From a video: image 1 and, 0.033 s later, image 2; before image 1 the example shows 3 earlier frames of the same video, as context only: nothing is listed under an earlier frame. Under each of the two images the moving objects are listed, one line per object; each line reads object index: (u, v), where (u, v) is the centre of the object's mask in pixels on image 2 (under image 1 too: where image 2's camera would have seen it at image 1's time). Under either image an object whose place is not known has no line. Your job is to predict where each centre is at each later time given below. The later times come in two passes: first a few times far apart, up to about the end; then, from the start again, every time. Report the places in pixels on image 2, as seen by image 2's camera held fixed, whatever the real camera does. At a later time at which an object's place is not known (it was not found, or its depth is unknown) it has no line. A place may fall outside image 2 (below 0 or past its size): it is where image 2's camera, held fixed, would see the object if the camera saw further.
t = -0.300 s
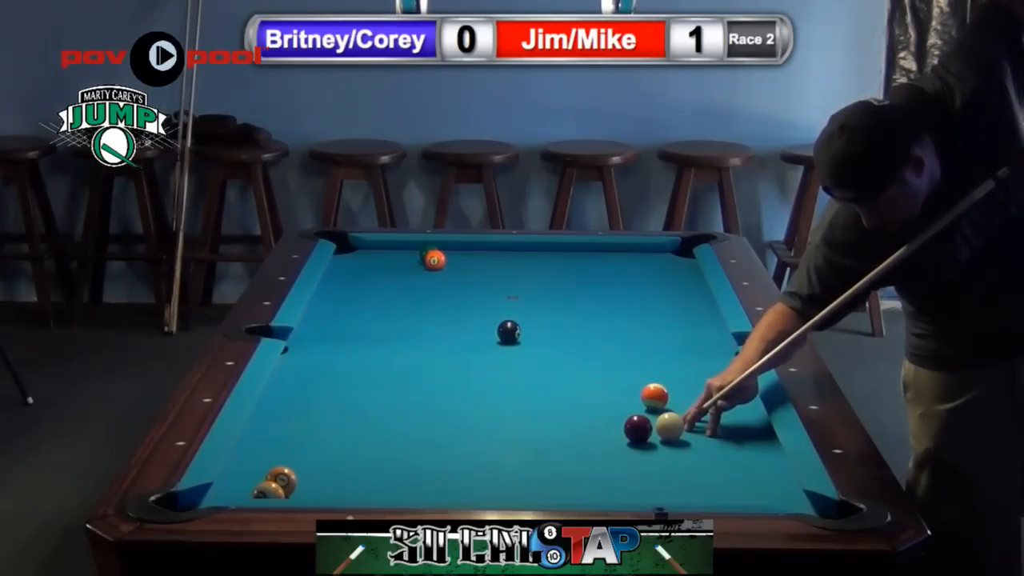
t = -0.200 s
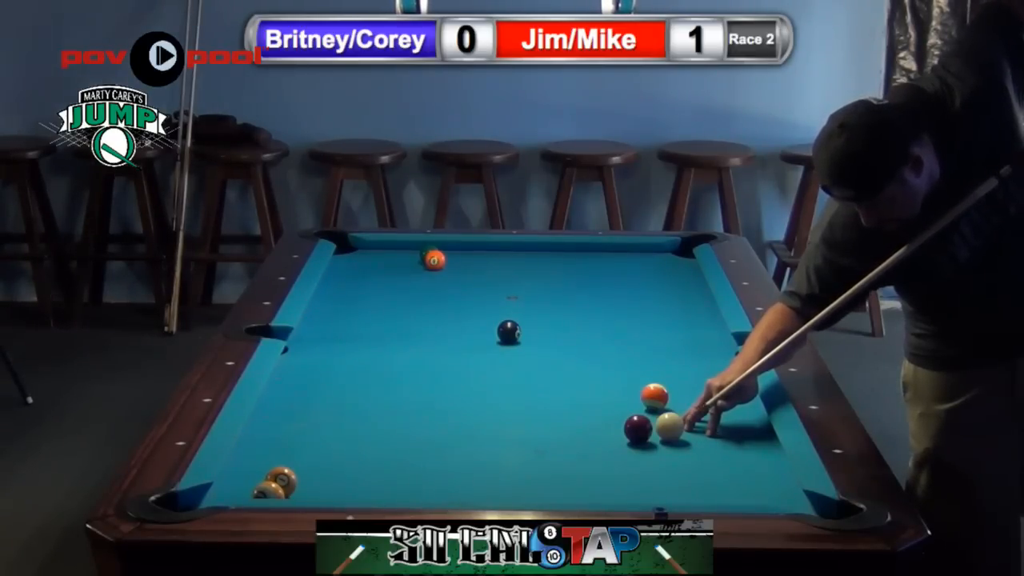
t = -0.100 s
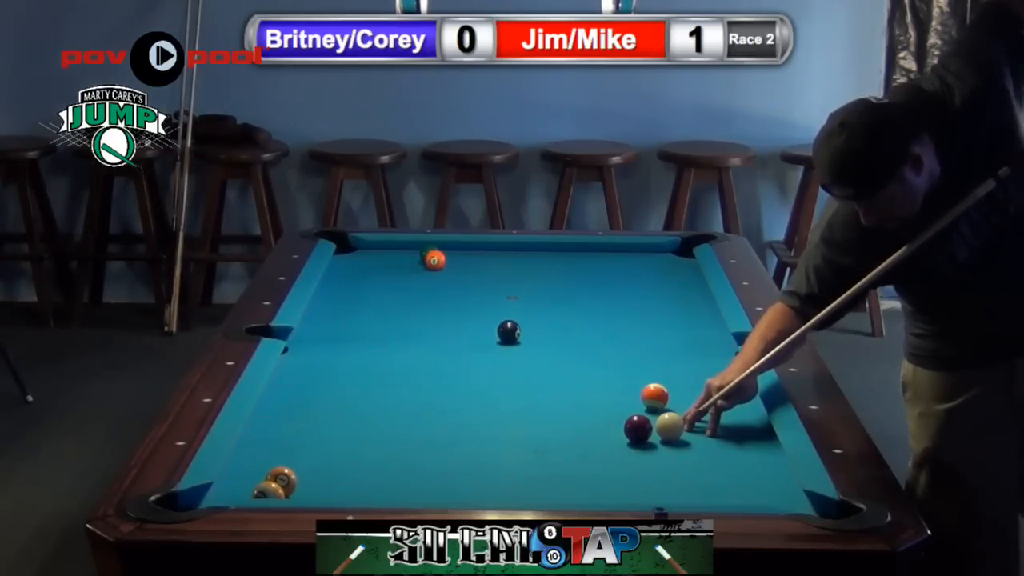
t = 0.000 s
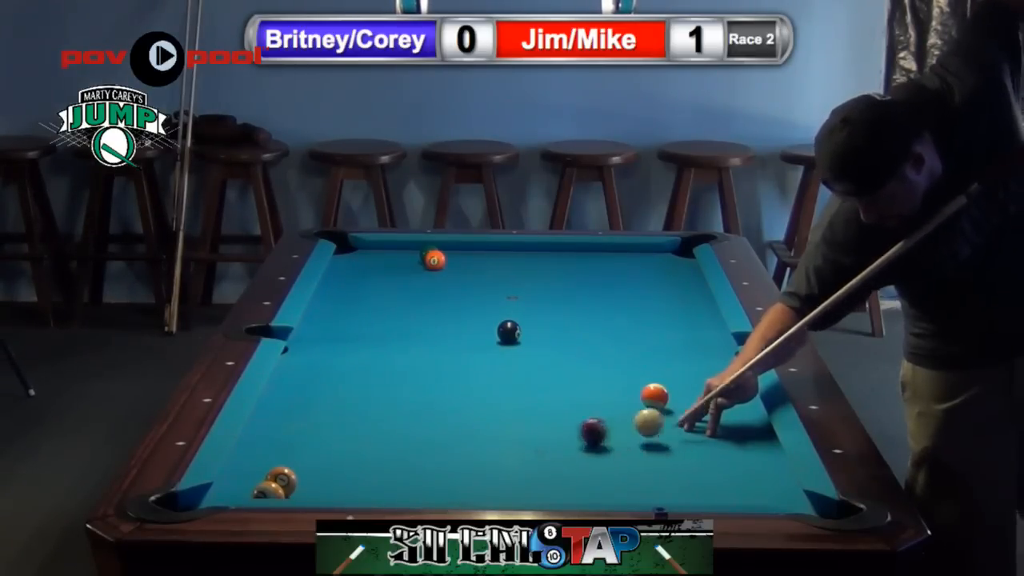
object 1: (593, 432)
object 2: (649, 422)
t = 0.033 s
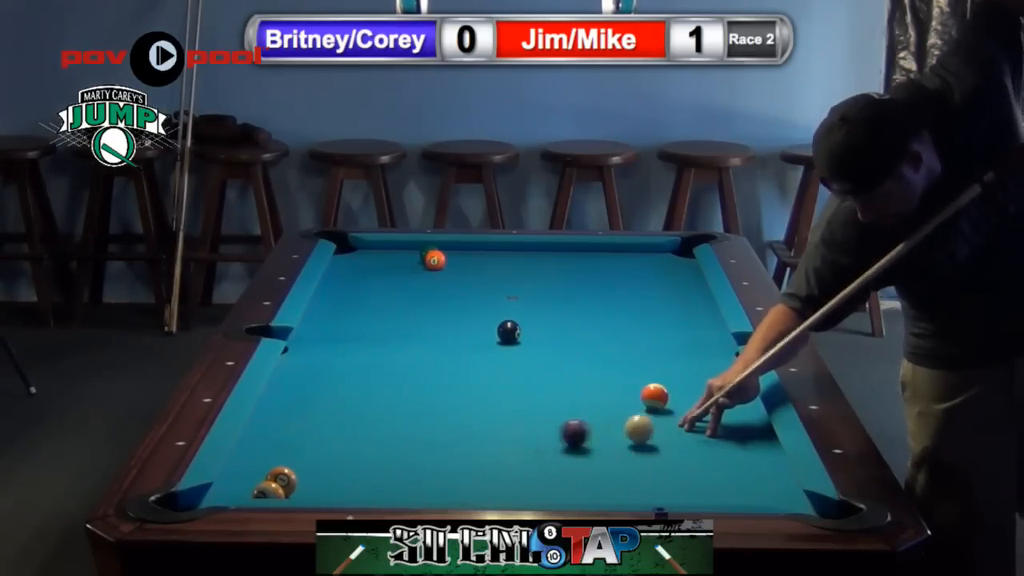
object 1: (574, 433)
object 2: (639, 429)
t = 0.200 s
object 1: (484, 440)
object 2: (610, 435)
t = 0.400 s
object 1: (374, 448)
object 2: (604, 436)
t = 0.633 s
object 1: (244, 458)
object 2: (601, 436)
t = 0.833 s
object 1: (308, 464)
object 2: (599, 437)
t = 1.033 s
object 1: (372, 470)
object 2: (599, 437)
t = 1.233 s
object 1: (436, 475)
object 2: (599, 436)
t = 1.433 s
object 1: (498, 481)
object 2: (599, 436)
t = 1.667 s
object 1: (570, 487)
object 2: (599, 436)
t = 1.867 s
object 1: (630, 490)
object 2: (599, 436)
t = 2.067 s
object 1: (689, 494)
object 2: (599, 436)
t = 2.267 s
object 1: (746, 497)
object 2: (599, 436)
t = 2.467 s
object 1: (792, 499)
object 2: (599, 436)
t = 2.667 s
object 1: (805, 505)
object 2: (599, 436)
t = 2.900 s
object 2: (599, 436)
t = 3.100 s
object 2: (599, 436)
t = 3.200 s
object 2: (599, 436)
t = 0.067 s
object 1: (556, 435)
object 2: (631, 430)
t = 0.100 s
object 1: (538, 437)
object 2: (624, 432)
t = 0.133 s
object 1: (520, 438)
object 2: (618, 433)
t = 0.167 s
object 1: (501, 439)
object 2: (613, 434)
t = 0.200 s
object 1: (484, 440)
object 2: (610, 435)
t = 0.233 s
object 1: (465, 441)
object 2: (608, 435)
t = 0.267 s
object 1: (447, 443)
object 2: (607, 435)
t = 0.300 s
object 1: (429, 444)
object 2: (607, 435)
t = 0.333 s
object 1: (410, 446)
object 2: (606, 436)
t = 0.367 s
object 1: (392, 447)
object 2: (605, 436)
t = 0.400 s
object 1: (374, 448)
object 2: (604, 436)
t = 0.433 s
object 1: (355, 449)
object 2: (604, 436)
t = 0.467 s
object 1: (337, 450)
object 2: (603, 436)
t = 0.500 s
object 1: (318, 452)
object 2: (603, 436)
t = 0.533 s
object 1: (299, 454)
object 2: (602, 436)
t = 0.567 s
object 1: (281, 453)
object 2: (602, 436)
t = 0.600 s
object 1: (262, 456)
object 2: (601, 436)
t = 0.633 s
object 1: (244, 458)
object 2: (601, 436)
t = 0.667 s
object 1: (253, 459)
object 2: (601, 437)
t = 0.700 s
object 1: (264, 459)
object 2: (600, 437)
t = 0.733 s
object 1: (275, 457)
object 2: (600, 437)
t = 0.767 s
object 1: (287, 458)
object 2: (600, 437)
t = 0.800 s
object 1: (298, 462)
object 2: (600, 437)
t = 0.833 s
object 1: (308, 464)
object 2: (599, 437)
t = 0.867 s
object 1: (319, 465)
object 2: (599, 437)
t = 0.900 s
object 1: (330, 466)
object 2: (599, 437)
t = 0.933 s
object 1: (341, 467)
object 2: (599, 437)
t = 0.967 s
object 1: (351, 468)
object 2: (599, 437)
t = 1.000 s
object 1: (362, 469)
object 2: (599, 437)
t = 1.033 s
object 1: (372, 470)
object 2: (599, 437)
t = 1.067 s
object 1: (383, 471)
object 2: (599, 436)
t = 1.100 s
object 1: (394, 472)
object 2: (599, 436)
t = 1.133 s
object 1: (404, 473)
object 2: (599, 436)
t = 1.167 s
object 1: (415, 473)
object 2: (599, 436)
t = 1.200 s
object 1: (426, 474)
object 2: (599, 436)
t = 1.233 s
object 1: (436, 475)
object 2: (599, 436)
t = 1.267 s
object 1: (447, 476)
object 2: (599, 436)
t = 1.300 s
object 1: (457, 477)
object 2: (599, 436)
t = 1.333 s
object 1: (467, 478)
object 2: (599, 436)
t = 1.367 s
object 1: (478, 479)
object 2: (599, 436)
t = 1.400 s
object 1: (488, 480)
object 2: (599, 436)
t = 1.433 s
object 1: (498, 481)
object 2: (599, 436)
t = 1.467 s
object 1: (509, 482)
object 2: (599, 436)
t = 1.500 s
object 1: (519, 483)
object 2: (599, 436)
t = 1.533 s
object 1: (529, 484)
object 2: (599, 436)
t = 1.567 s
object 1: (539, 485)
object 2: (599, 436)
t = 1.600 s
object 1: (549, 485)
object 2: (599, 436)
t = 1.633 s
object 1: (559, 486)
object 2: (599, 436)
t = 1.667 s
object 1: (570, 487)
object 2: (599, 436)
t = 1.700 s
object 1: (580, 487)
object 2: (599, 436)
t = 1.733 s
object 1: (590, 488)
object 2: (599, 436)
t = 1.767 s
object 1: (600, 489)
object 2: (599, 436)
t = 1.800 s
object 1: (610, 489)
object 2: (599, 436)
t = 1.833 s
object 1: (620, 490)
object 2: (599, 436)
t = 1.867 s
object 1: (630, 490)
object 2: (599, 436)
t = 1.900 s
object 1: (639, 491)
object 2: (599, 436)
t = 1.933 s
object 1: (649, 492)
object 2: (599, 436)
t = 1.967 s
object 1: (659, 493)
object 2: (599, 436)
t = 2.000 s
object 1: (669, 493)
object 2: (599, 436)
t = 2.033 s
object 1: (679, 493)
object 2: (599, 436)
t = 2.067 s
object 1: (689, 494)
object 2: (599, 436)
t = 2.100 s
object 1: (698, 495)
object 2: (599, 436)
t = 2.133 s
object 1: (708, 495)
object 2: (599, 436)
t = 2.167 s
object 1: (717, 495)
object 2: (599, 436)
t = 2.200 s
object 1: (727, 496)
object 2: (599, 436)
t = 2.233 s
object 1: (736, 496)
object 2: (599, 436)
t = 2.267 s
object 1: (746, 497)
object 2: (599, 436)
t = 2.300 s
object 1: (755, 497)
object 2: (599, 436)
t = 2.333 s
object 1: (763, 497)
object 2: (599, 436)
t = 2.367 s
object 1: (770, 498)
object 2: (600, 436)
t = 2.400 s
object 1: (778, 498)
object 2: (599, 436)
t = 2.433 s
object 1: (785, 499)
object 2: (599, 436)
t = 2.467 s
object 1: (792, 499)
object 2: (599, 436)
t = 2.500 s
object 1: (798, 500)
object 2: (599, 436)
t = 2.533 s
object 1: (804, 500)
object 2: (599, 436)
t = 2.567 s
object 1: (803, 501)
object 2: (599, 436)
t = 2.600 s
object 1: (803, 502)
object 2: (599, 436)
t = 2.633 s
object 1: (804, 503)
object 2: (599, 436)
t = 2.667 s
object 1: (805, 505)
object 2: (599, 436)
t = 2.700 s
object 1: (806, 510)
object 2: (599, 436)
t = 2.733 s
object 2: (599, 436)
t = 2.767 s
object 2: (599, 436)
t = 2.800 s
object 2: (599, 436)
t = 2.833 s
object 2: (599, 436)
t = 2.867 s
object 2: (599, 436)
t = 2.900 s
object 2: (599, 436)
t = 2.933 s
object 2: (599, 436)
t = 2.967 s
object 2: (599, 436)
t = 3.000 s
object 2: (599, 436)
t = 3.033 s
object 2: (599, 436)
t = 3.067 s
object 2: (599, 436)
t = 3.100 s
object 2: (599, 436)
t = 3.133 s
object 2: (599, 436)
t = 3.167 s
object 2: (599, 436)
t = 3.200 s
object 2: (599, 436)
